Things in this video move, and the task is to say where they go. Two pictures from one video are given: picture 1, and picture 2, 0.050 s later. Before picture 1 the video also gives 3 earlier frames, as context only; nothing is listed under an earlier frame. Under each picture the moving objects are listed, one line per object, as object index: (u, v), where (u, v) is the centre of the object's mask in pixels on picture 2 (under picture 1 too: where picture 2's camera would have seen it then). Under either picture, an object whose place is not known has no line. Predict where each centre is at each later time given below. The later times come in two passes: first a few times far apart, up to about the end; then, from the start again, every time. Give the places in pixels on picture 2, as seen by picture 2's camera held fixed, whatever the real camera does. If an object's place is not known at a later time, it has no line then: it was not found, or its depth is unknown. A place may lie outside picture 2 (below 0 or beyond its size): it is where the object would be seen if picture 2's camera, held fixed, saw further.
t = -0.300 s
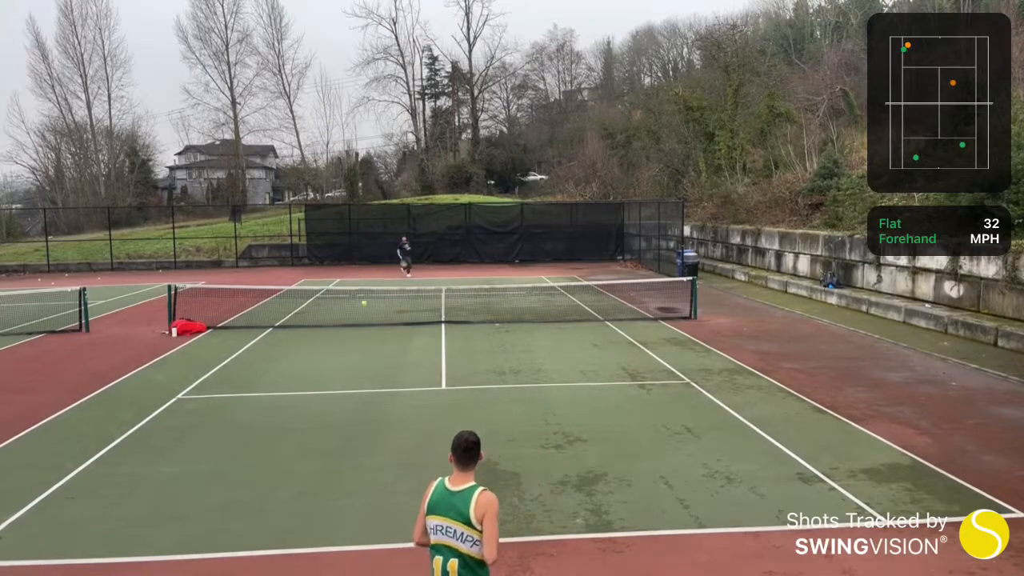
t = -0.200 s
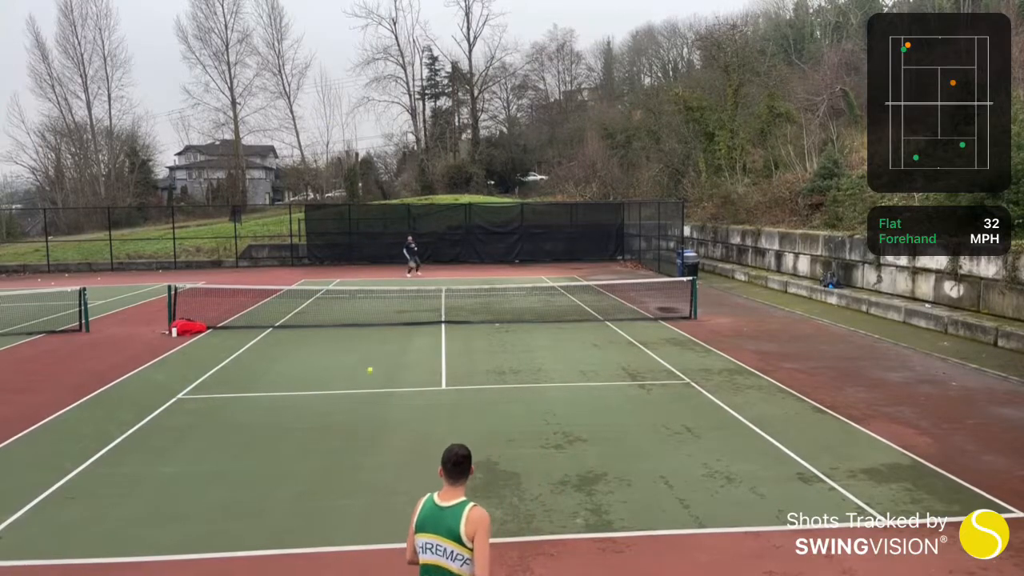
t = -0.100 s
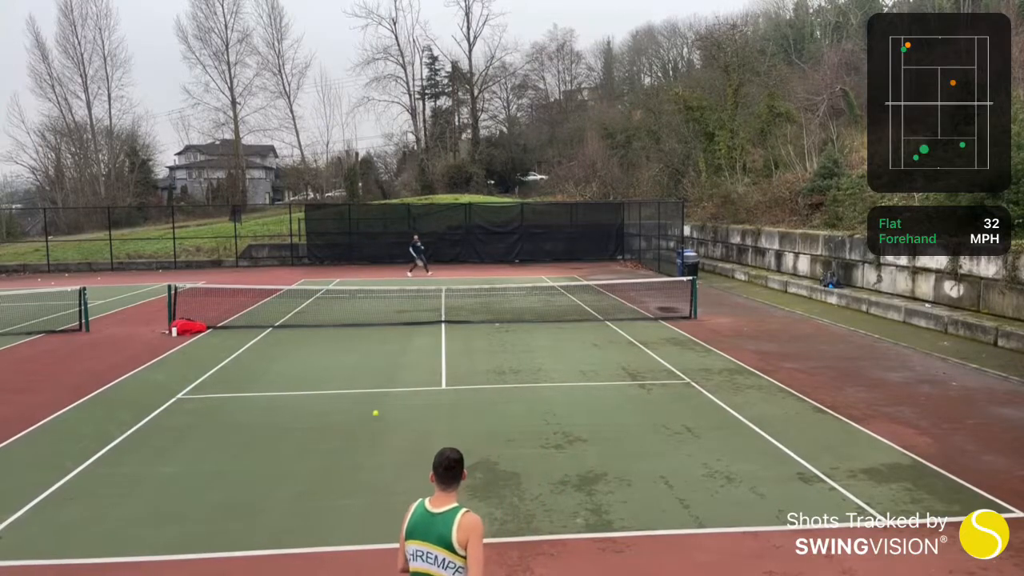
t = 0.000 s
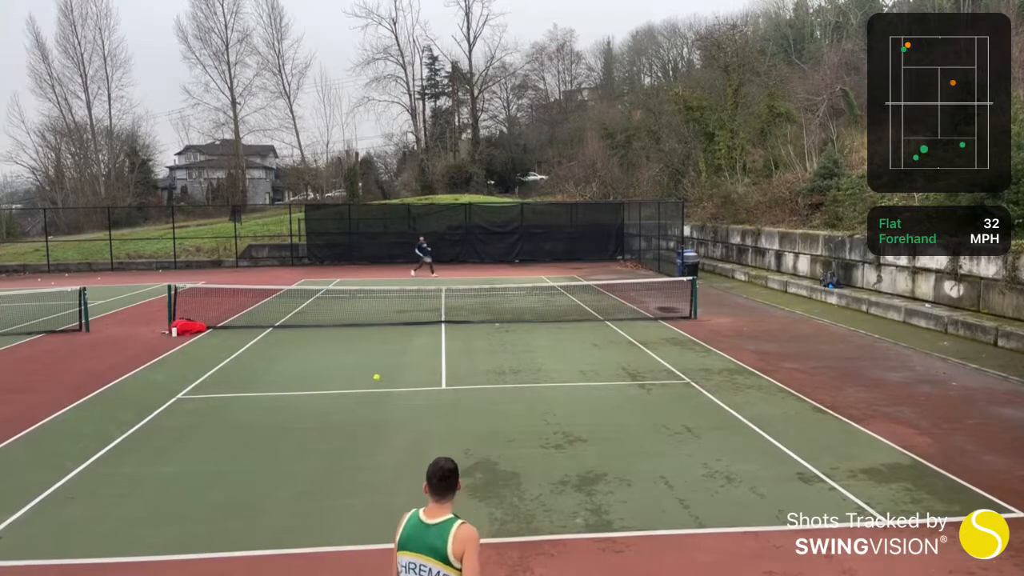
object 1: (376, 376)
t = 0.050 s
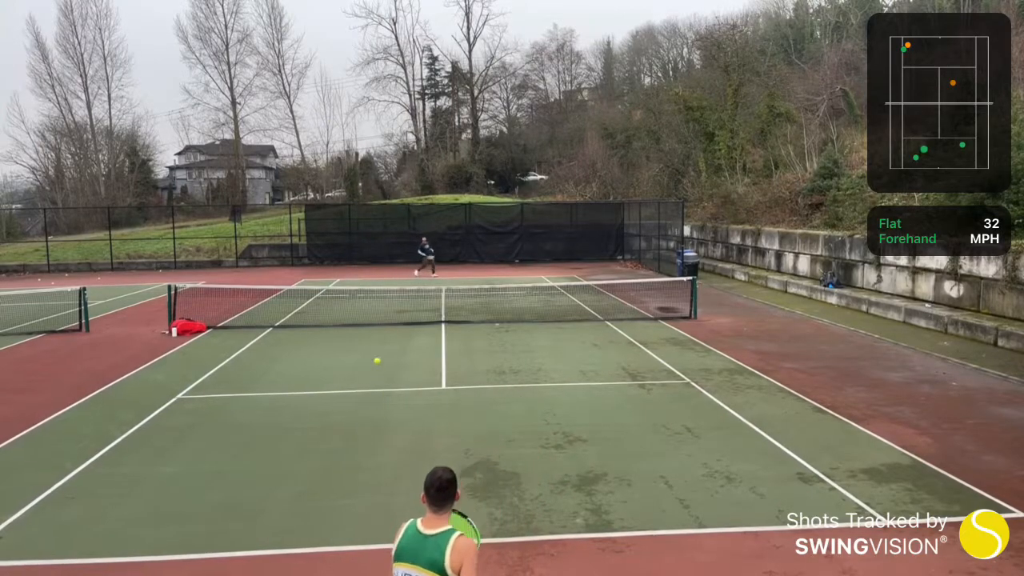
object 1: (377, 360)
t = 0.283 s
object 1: (380, 302)
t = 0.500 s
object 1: (387, 288)
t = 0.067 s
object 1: (377, 354)
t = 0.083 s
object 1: (377, 349)
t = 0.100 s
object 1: (377, 345)
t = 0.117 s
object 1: (377, 340)
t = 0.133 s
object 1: (378, 336)
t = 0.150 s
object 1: (378, 331)
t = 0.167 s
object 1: (378, 327)
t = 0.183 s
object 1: (378, 323)
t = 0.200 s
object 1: (379, 319)
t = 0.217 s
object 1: (379, 315)
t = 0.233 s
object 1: (379, 312)
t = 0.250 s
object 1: (380, 308)
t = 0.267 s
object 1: (380, 306)
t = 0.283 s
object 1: (380, 302)
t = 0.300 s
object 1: (381, 299)
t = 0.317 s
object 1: (381, 297)
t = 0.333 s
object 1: (381, 295)
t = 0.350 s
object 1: (382, 293)
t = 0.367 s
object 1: (383, 291)
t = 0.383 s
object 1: (383, 291)
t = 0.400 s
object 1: (383, 289)
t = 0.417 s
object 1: (384, 289)
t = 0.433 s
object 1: (385, 288)
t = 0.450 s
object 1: (386, 287)
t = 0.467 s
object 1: (386, 287)
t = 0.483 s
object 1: (386, 287)
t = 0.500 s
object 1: (387, 288)
